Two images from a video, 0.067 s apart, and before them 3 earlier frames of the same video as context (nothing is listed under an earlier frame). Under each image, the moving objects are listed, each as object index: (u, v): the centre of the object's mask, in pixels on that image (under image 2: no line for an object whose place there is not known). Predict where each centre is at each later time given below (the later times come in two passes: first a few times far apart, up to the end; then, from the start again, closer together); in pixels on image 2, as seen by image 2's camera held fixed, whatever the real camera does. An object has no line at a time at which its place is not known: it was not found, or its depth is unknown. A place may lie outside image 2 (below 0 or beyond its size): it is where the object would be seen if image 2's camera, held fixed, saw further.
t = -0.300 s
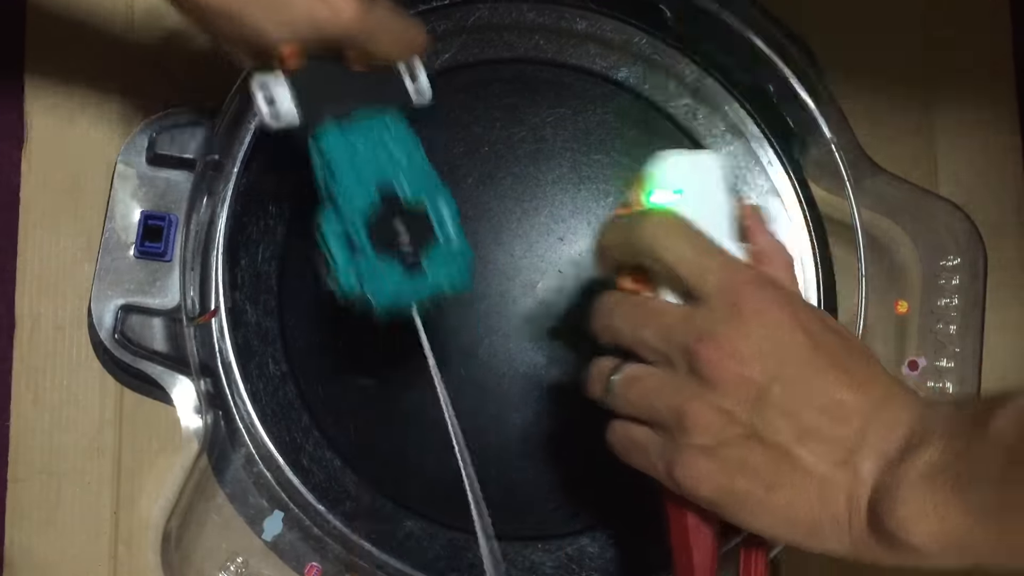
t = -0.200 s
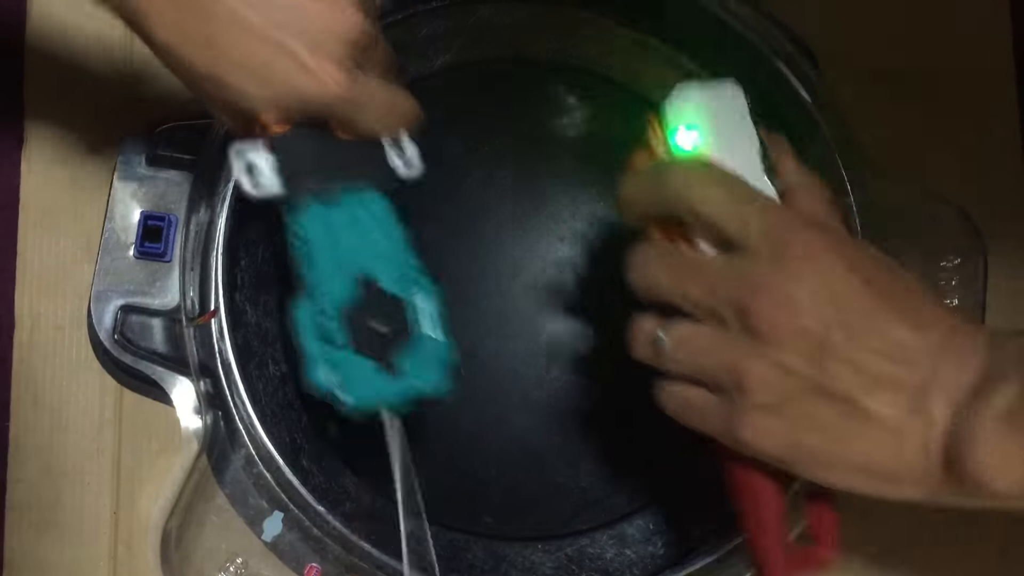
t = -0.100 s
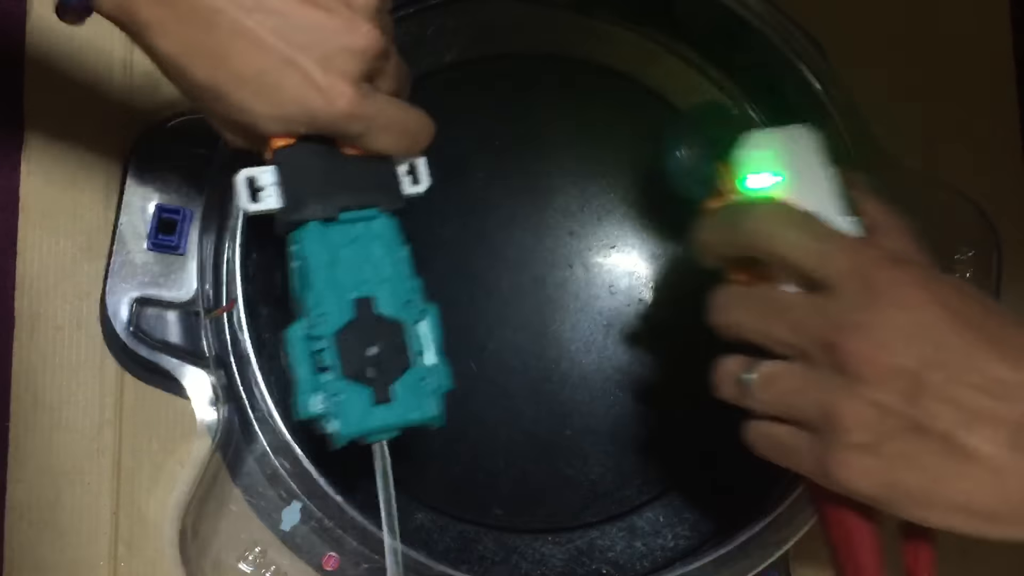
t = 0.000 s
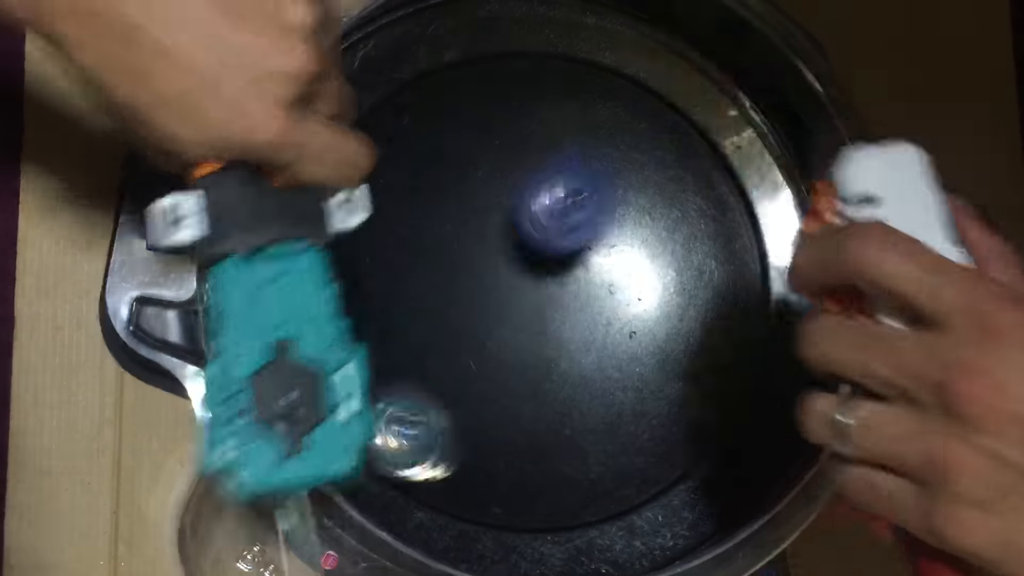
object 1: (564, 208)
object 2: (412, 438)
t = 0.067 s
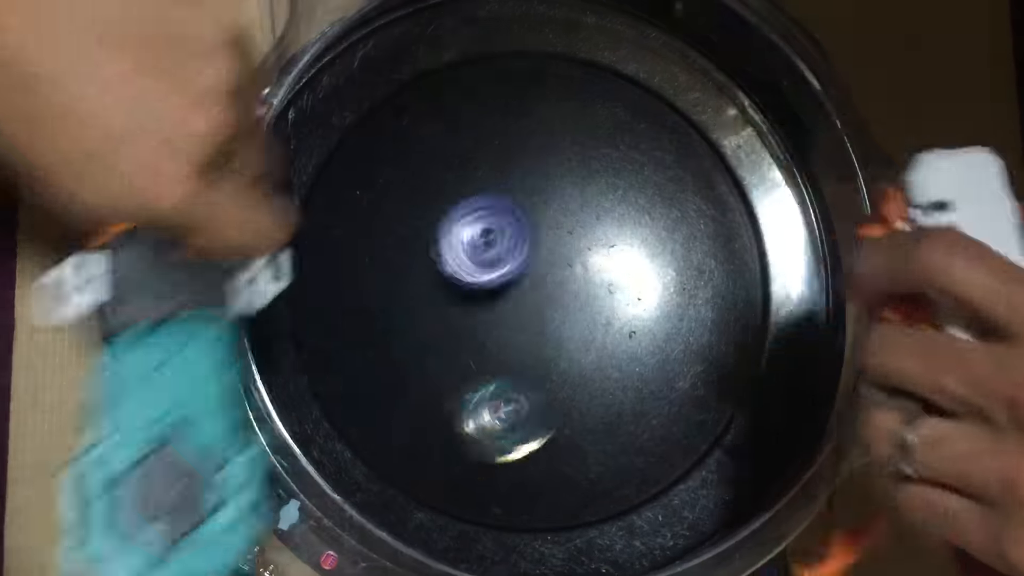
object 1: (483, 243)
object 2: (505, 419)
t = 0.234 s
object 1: (355, 328)
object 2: (560, 158)
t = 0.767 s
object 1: (741, 399)
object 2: (667, 94)
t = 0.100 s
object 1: (448, 257)
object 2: (544, 385)
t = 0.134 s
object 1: (414, 277)
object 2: (570, 335)
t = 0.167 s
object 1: (383, 297)
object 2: (583, 282)
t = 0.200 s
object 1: (369, 310)
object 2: (582, 215)
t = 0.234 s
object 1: (355, 328)
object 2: (560, 158)
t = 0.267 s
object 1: (350, 345)
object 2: (528, 102)
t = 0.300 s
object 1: (353, 365)
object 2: (477, 60)
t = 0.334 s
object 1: (364, 382)
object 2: (426, 65)
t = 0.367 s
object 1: (380, 395)
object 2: (368, 82)
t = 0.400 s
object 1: (400, 408)
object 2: (325, 100)
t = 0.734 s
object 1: (749, 439)
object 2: (666, 148)
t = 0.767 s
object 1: (741, 399)
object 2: (667, 94)
